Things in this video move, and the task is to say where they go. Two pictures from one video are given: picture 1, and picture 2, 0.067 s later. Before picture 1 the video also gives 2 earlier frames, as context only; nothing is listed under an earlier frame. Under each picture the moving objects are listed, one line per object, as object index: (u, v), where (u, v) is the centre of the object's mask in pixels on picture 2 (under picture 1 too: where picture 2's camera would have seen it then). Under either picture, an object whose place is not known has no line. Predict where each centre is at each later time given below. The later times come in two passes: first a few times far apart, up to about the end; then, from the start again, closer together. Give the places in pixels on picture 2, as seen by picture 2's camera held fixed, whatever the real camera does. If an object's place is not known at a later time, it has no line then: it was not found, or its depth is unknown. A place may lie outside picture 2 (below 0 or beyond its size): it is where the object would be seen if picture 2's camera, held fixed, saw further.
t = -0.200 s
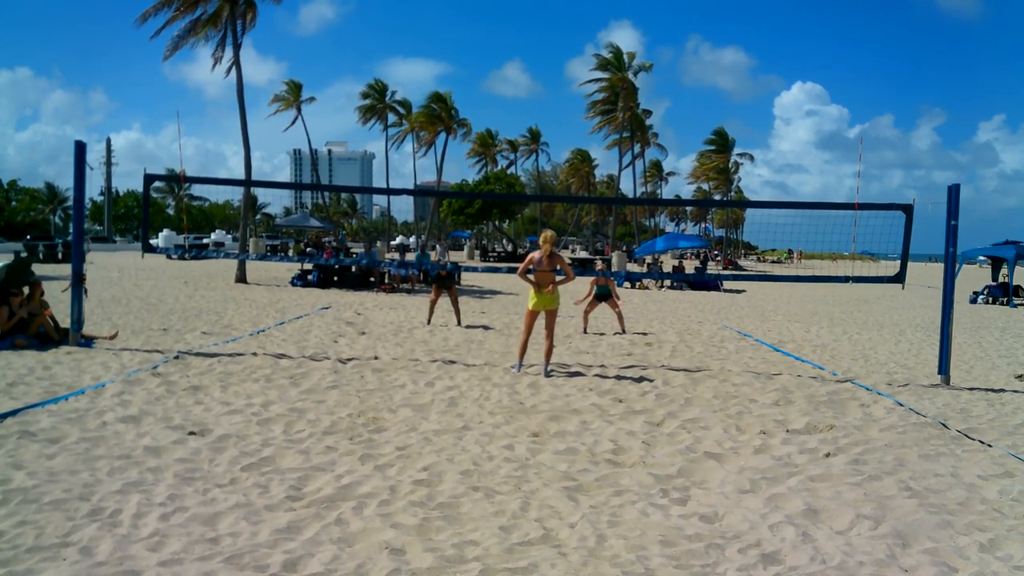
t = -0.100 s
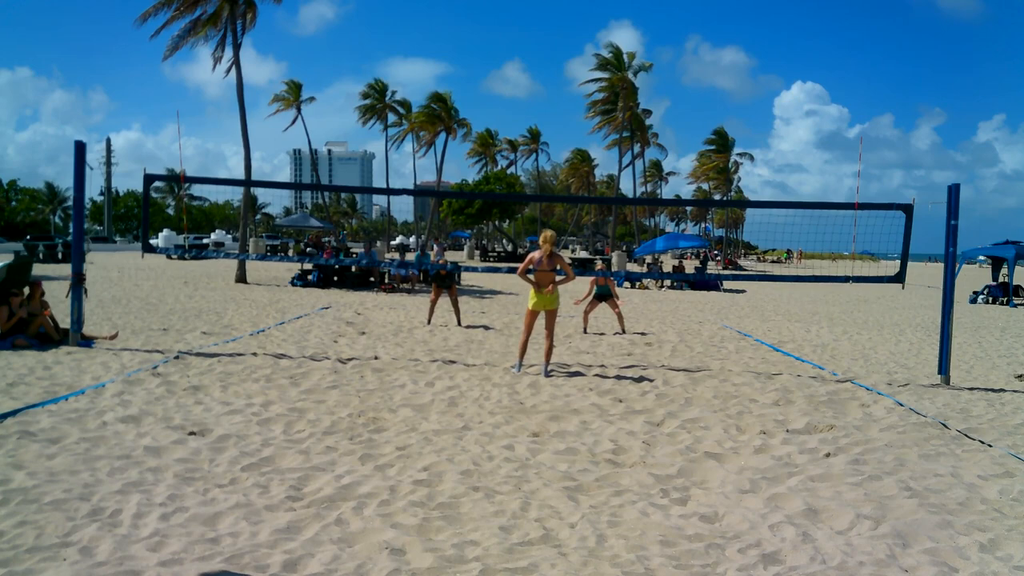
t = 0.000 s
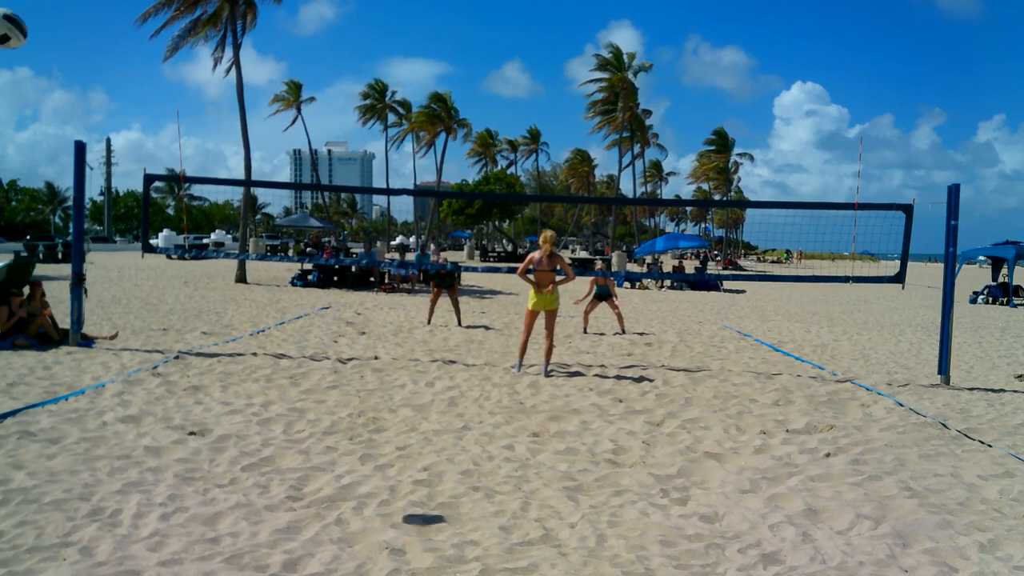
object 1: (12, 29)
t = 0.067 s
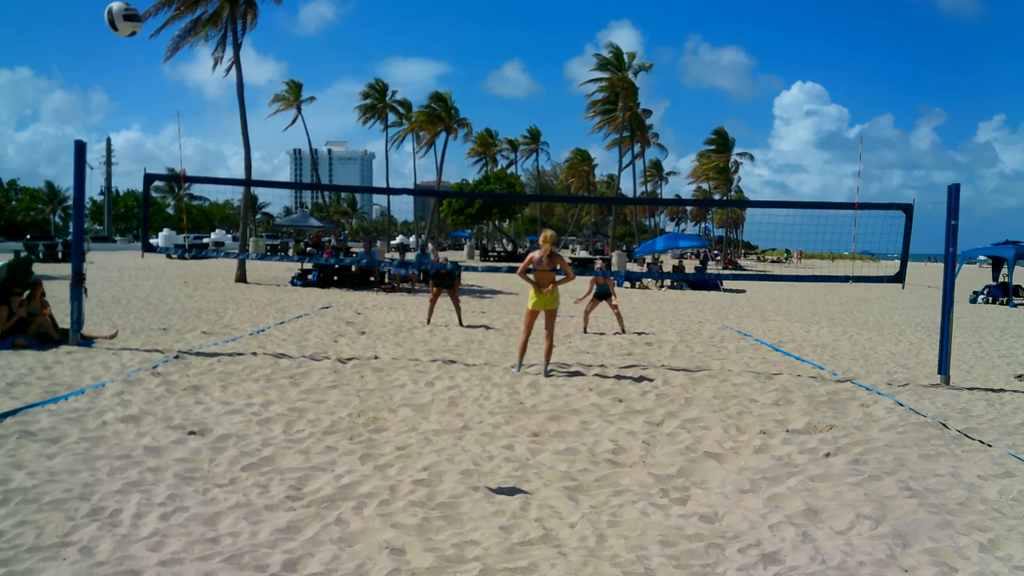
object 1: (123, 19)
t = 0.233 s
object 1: (308, 23)
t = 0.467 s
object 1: (444, 65)
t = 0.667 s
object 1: (506, 121)
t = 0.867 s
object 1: (541, 185)
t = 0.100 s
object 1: (169, 16)
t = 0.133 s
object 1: (211, 18)
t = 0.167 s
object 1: (248, 17)
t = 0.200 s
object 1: (280, 19)
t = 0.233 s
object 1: (308, 23)
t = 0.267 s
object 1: (335, 27)
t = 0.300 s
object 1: (358, 31)
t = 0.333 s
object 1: (378, 38)
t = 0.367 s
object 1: (398, 44)
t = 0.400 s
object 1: (415, 50)
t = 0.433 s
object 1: (431, 57)
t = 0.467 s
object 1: (444, 65)
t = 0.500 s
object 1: (457, 73)
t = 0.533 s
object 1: (469, 82)
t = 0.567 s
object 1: (479, 91)
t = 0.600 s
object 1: (489, 101)
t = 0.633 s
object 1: (497, 111)
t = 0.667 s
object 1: (506, 121)
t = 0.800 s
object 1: (531, 163)
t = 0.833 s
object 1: (536, 175)
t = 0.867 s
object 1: (541, 185)
